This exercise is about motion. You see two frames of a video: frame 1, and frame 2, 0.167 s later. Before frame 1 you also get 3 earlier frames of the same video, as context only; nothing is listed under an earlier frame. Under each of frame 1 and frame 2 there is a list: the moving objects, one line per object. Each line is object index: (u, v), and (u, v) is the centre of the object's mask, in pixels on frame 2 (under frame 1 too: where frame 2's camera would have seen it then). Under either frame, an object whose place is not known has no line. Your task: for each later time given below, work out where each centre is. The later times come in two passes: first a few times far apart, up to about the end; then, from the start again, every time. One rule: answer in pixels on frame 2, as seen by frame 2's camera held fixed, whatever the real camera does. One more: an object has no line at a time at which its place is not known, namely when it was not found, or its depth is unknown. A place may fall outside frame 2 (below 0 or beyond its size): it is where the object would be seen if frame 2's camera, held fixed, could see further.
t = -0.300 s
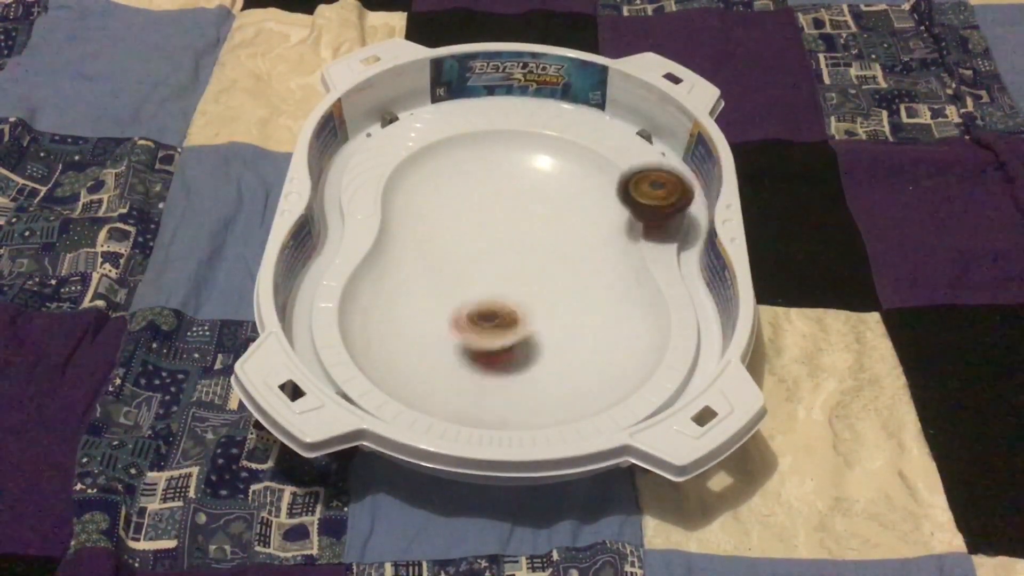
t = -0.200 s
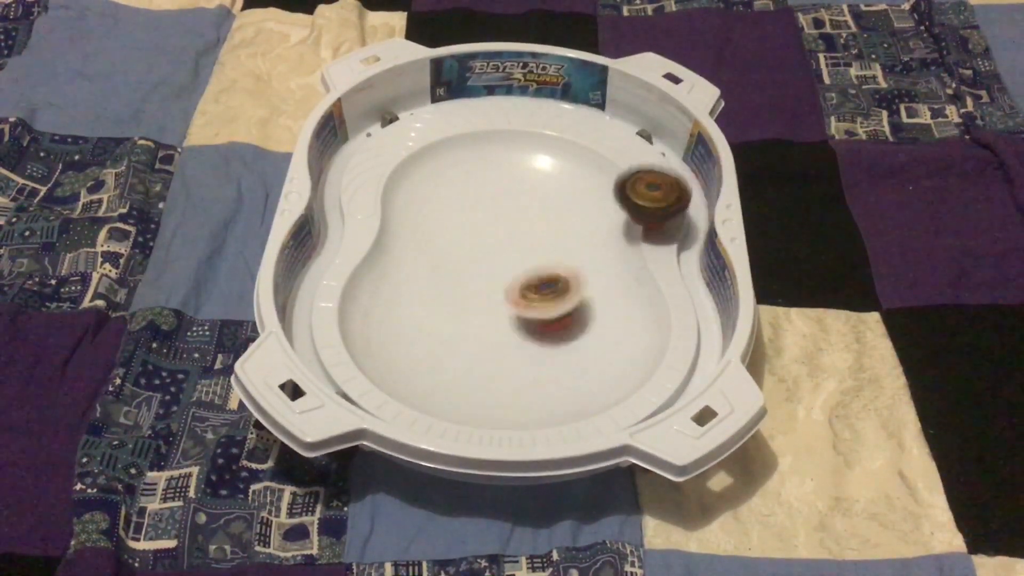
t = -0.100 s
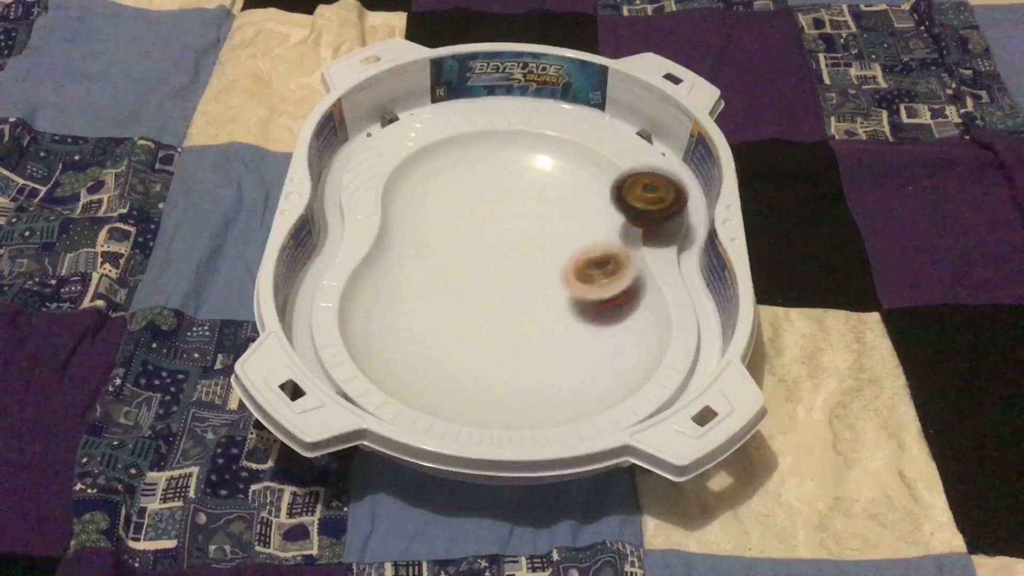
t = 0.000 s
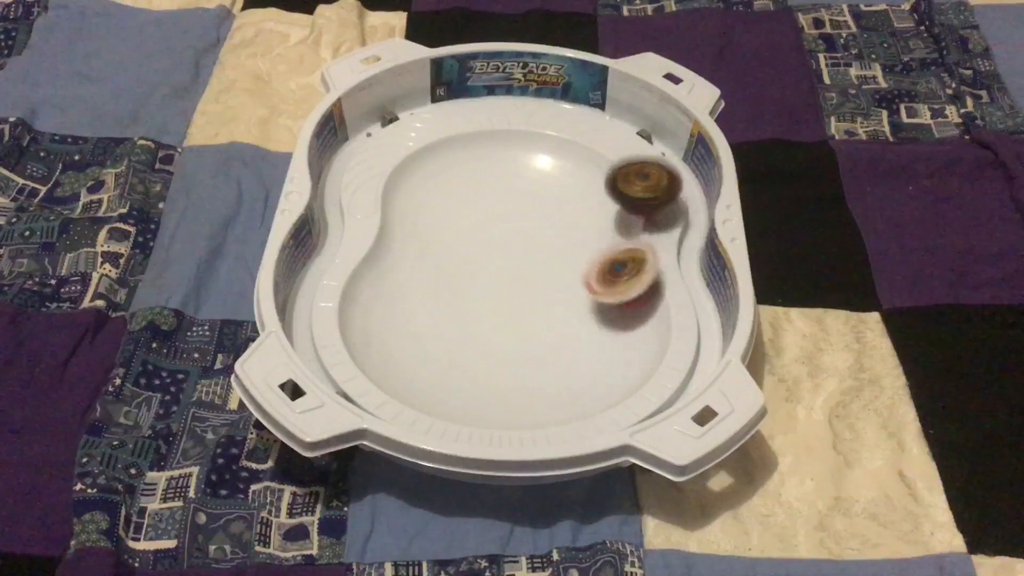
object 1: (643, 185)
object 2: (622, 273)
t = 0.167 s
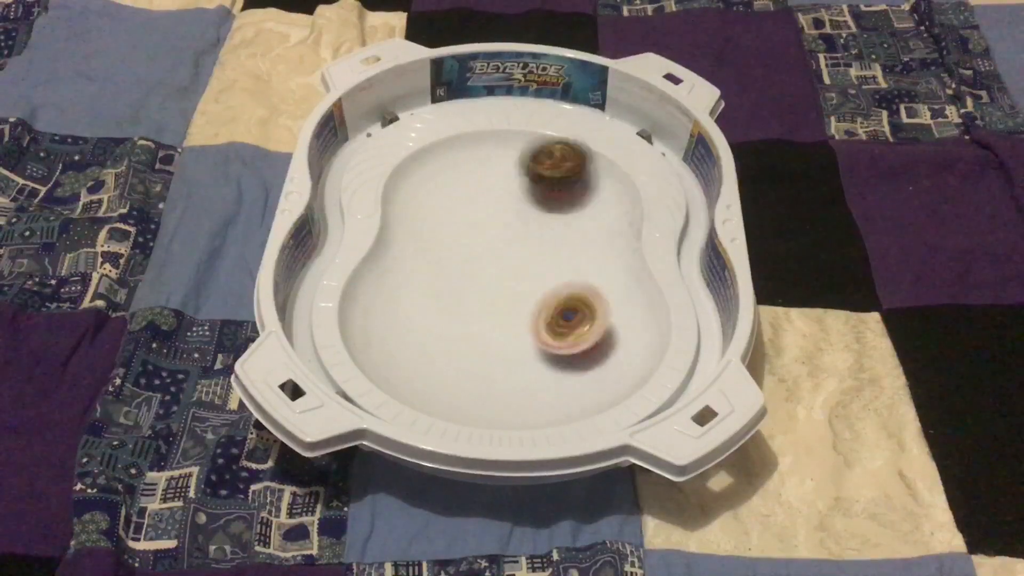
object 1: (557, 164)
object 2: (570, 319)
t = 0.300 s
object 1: (445, 175)
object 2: (508, 308)
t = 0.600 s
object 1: (472, 258)
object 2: (577, 346)
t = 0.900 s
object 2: (519, 368)
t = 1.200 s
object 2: (499, 246)
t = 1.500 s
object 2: (544, 300)
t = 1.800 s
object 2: (559, 366)
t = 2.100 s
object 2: (494, 323)
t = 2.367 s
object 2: (441, 257)
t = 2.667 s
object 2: (434, 225)
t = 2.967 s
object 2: (528, 245)
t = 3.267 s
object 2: (583, 248)
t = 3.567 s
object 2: (513, 274)
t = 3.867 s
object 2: (498, 335)
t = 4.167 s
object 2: (519, 348)
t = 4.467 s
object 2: (520, 305)
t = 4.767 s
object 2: (487, 289)
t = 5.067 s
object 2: (483, 287)
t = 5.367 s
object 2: (520, 287)
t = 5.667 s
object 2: (536, 282)
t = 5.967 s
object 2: (507, 284)
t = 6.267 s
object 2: (498, 300)
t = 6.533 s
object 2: (527, 315)
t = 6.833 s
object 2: (542, 319)
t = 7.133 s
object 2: (509, 323)
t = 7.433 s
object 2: (480, 325)
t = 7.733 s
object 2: (493, 337)
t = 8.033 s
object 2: (520, 322)
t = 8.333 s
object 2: (502, 280)
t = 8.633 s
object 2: (471, 263)
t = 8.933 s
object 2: (514, 289)
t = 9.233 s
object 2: (552, 275)
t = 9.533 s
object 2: (491, 296)
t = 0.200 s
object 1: (526, 163)
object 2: (554, 322)
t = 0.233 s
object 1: (498, 164)
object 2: (537, 320)
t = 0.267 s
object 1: (470, 169)
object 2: (522, 315)
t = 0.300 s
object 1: (445, 175)
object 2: (508, 308)
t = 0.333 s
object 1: (424, 186)
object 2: (492, 299)
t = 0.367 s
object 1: (412, 198)
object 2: (476, 289)
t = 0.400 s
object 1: (407, 212)
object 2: (463, 278)
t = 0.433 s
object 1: (406, 227)
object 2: (470, 279)
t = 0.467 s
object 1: (415, 231)
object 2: (495, 296)
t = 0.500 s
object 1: (425, 240)
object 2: (518, 305)
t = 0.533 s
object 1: (439, 246)
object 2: (541, 318)
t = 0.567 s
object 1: (455, 255)
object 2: (561, 333)
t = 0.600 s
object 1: (472, 258)
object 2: (577, 346)
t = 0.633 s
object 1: (491, 262)
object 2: (589, 358)
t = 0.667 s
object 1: (509, 263)
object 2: (593, 367)
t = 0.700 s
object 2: (593, 372)
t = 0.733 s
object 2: (587, 379)
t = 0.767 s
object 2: (576, 383)
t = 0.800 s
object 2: (560, 386)
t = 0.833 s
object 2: (546, 386)
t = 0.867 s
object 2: (531, 381)
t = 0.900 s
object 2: (519, 368)
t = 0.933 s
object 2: (512, 359)
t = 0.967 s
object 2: (507, 347)
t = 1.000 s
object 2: (506, 334)
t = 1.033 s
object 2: (505, 319)
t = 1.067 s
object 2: (505, 303)
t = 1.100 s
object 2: (505, 289)
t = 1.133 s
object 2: (503, 274)
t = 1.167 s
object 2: (501, 259)
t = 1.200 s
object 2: (499, 246)
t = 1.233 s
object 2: (497, 234)
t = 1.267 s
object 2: (501, 239)
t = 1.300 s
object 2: (507, 246)
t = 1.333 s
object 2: (512, 253)
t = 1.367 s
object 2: (517, 262)
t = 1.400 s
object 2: (522, 271)
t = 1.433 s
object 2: (530, 280)
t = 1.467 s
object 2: (535, 290)
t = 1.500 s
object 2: (544, 300)
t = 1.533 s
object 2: (552, 313)
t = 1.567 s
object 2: (559, 319)
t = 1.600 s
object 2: (565, 329)
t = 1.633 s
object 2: (568, 340)
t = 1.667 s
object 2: (571, 347)
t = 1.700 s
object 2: (570, 355)
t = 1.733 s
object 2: (569, 360)
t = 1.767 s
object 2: (564, 364)
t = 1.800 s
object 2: (559, 366)
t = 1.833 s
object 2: (551, 368)
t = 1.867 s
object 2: (544, 367)
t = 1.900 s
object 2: (535, 364)
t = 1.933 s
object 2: (528, 360)
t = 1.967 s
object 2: (520, 355)
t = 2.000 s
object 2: (513, 348)
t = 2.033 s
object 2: (505, 341)
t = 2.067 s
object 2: (500, 332)
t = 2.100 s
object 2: (494, 323)
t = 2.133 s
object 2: (491, 313)
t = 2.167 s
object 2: (487, 304)
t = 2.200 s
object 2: (483, 293)
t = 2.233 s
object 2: (479, 284)
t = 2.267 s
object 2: (474, 275)
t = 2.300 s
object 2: (467, 268)
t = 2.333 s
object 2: (453, 266)
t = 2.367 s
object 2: (441, 257)
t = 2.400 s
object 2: (430, 249)
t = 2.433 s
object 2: (422, 243)
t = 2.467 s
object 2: (413, 236)
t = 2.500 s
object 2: (412, 233)
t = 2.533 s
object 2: (411, 227)
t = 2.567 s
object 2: (414, 224)
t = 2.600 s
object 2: (418, 223)
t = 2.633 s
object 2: (426, 224)
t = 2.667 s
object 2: (434, 225)
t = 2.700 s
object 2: (444, 226)
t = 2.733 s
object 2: (455, 228)
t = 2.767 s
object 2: (462, 230)
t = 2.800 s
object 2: (471, 233)
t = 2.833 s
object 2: (480, 237)
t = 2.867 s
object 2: (490, 239)
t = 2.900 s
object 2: (503, 241)
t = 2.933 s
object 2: (516, 243)
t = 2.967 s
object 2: (528, 245)
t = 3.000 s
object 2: (541, 247)
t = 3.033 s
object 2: (551, 248)
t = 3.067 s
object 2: (563, 247)
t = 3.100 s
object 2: (570, 245)
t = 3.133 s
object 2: (577, 244)
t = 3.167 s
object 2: (580, 244)
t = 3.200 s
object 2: (583, 246)
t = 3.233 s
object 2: (584, 246)
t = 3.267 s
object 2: (583, 248)
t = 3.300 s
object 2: (578, 250)
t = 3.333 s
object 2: (572, 254)
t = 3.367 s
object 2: (566, 257)
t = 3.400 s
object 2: (557, 259)
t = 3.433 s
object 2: (544, 261)
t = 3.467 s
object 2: (534, 262)
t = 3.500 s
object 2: (528, 264)
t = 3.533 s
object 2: (521, 268)
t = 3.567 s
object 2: (513, 274)
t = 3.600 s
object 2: (507, 281)
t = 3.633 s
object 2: (506, 286)
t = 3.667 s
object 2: (501, 293)
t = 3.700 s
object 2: (497, 301)
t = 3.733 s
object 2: (498, 307)
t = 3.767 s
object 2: (497, 313)
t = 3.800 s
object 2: (497, 320)
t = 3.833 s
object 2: (498, 330)
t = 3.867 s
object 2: (498, 335)
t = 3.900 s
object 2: (499, 341)
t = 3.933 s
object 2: (501, 346)
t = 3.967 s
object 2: (504, 348)
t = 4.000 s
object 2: (506, 351)
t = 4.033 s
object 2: (508, 353)
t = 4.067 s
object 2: (512, 353)
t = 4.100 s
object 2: (515, 353)
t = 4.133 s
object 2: (516, 350)
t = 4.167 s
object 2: (519, 348)
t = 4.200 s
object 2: (520, 344)
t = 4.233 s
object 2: (522, 339)
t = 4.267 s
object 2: (524, 331)
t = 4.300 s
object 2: (525, 324)
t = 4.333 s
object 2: (526, 319)
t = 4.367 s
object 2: (526, 316)
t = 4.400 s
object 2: (526, 314)
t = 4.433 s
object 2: (525, 308)
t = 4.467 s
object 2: (520, 305)
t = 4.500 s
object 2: (518, 304)
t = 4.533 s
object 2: (519, 300)
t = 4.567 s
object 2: (512, 296)
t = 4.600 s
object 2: (507, 295)
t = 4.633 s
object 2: (504, 294)
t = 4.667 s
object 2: (501, 292)
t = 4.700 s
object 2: (497, 289)
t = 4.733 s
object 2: (491, 289)
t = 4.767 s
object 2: (487, 289)
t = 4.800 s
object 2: (486, 288)
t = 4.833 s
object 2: (483, 287)
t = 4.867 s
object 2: (479, 286)
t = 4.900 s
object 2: (478, 286)
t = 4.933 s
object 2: (479, 286)
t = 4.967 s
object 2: (478, 285)
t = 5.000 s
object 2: (478, 285)
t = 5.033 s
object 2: (480, 286)
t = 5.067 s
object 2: (483, 287)
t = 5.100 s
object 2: (486, 286)
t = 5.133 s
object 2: (488, 289)
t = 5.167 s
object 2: (492, 288)
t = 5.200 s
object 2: (497, 289)
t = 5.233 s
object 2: (502, 288)
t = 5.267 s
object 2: (506, 288)
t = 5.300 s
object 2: (511, 288)
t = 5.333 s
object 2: (516, 288)
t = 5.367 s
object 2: (520, 287)
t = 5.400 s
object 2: (524, 286)
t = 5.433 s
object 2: (528, 286)
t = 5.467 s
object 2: (531, 286)
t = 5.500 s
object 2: (534, 284)
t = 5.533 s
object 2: (535, 284)
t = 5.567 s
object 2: (537, 284)
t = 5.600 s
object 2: (538, 283)
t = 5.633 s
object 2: (537, 281)
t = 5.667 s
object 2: (536, 282)
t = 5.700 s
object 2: (534, 281)
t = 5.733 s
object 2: (532, 281)
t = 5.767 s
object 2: (529, 281)
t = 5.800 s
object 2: (525, 281)
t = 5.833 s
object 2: (521, 282)
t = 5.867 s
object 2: (518, 282)
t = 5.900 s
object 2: (514, 282)
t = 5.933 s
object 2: (510, 283)
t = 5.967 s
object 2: (507, 284)
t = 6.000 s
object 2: (504, 285)
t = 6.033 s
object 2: (501, 286)
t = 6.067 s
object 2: (499, 288)
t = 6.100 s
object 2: (497, 289)
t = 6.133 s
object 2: (495, 291)
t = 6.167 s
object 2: (495, 293)
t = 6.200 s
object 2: (496, 295)
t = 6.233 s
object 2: (496, 298)
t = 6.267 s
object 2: (498, 300)
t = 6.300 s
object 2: (500, 302)
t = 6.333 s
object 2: (503, 304)
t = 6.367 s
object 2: (507, 306)
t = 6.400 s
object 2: (510, 308)
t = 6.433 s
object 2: (514, 311)
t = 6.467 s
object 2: (519, 312)
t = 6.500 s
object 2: (524, 314)
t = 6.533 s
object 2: (527, 315)
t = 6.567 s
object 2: (531, 317)
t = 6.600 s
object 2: (536, 318)
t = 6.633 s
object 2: (539, 317)
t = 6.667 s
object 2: (541, 318)
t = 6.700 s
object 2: (543, 319)
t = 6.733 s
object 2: (544, 318)
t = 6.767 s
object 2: (544, 319)
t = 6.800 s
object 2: (544, 319)
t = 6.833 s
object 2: (542, 319)
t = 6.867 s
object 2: (540, 320)
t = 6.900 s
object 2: (538, 321)
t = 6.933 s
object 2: (535, 320)
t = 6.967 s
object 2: (531, 320)
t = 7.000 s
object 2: (527, 322)
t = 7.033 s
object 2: (522, 322)
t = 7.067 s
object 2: (517, 322)
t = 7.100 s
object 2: (514, 324)
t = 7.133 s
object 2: (509, 323)
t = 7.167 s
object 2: (504, 324)
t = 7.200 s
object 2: (499, 325)
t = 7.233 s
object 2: (496, 325)
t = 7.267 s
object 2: (491, 326)
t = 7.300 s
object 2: (488, 326)
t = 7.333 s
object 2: (486, 326)
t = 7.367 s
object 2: (483, 326)
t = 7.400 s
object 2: (481, 326)
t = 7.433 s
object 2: (480, 325)
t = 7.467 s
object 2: (479, 324)
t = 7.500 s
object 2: (480, 323)
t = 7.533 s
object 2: (481, 321)
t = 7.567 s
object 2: (482, 319)
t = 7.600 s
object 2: (484, 317)
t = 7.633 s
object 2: (486, 324)
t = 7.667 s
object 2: (491, 332)
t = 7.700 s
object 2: (492, 335)
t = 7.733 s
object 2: (493, 337)
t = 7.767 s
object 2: (495, 338)
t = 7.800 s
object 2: (499, 339)
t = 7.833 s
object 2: (504, 340)
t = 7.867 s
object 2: (507, 340)
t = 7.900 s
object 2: (510, 338)
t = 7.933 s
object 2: (511, 337)
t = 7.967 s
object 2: (516, 331)
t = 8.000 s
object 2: (519, 325)
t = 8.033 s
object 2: (520, 322)
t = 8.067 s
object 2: (519, 316)
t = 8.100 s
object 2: (519, 312)
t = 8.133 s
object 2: (521, 308)
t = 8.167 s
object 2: (521, 301)
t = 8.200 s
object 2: (517, 295)
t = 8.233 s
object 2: (512, 292)
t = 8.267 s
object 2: (509, 288)
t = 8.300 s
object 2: (506, 284)
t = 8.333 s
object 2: (502, 280)
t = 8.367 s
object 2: (496, 276)
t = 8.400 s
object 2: (489, 273)
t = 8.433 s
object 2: (483, 273)
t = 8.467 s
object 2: (481, 271)
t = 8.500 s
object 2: (479, 268)
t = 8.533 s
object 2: (474, 264)
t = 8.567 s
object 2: (470, 263)
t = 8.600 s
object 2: (468, 263)
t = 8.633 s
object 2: (471, 263)
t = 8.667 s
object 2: (474, 262)
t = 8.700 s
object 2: (475, 262)
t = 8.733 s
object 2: (475, 262)
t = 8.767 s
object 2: (479, 265)
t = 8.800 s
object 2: (488, 271)
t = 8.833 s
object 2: (497, 279)
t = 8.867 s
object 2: (503, 287)
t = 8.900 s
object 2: (508, 289)
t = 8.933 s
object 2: (514, 289)
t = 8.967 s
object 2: (524, 285)
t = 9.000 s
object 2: (535, 284)
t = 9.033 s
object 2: (543, 284)
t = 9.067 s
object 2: (548, 284)
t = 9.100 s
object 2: (552, 283)
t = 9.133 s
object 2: (554, 281)
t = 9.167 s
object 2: (551, 276)
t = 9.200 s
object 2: (552, 277)
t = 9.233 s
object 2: (552, 275)
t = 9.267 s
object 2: (549, 273)
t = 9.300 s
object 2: (541, 272)
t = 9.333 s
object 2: (531, 273)
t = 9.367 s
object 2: (524, 276)
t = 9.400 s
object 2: (519, 279)
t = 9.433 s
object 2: (516, 278)
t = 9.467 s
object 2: (508, 286)
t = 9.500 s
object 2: (500, 292)
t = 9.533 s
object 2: (491, 296)
